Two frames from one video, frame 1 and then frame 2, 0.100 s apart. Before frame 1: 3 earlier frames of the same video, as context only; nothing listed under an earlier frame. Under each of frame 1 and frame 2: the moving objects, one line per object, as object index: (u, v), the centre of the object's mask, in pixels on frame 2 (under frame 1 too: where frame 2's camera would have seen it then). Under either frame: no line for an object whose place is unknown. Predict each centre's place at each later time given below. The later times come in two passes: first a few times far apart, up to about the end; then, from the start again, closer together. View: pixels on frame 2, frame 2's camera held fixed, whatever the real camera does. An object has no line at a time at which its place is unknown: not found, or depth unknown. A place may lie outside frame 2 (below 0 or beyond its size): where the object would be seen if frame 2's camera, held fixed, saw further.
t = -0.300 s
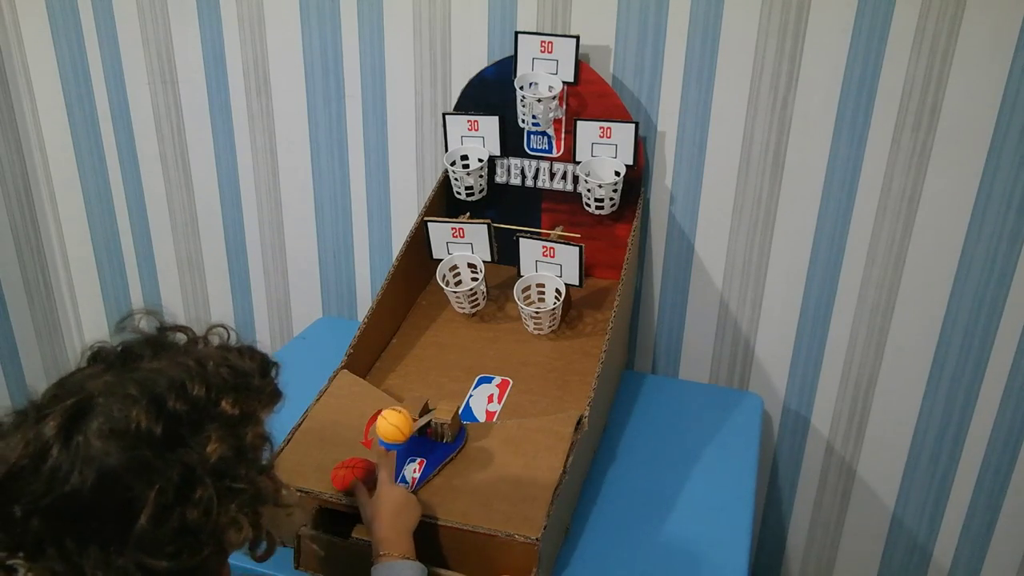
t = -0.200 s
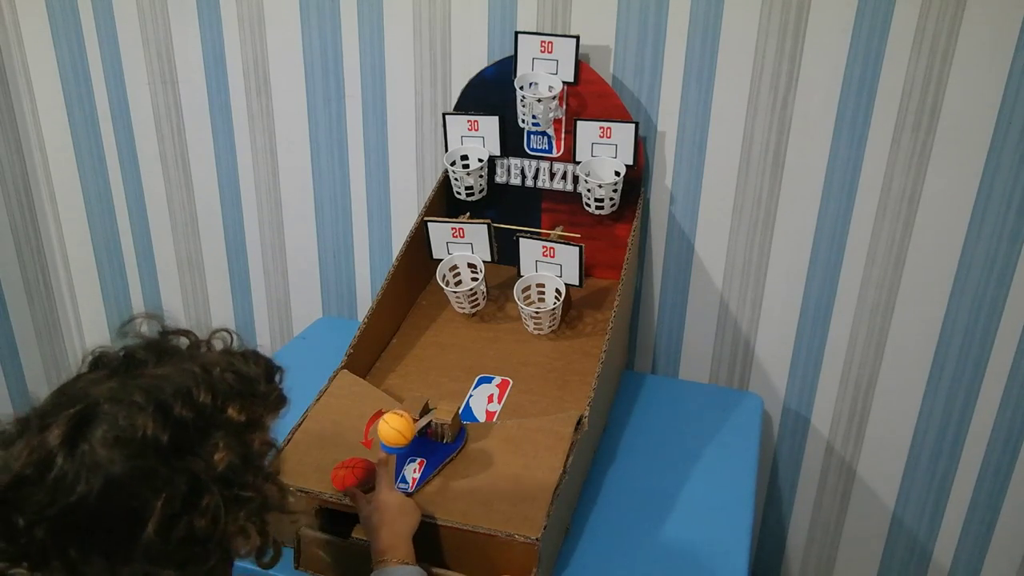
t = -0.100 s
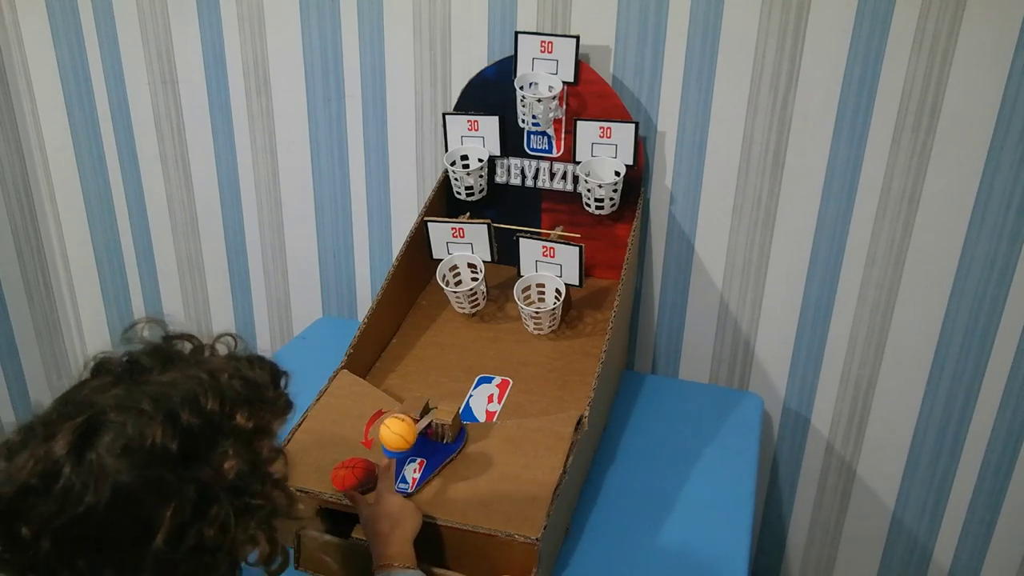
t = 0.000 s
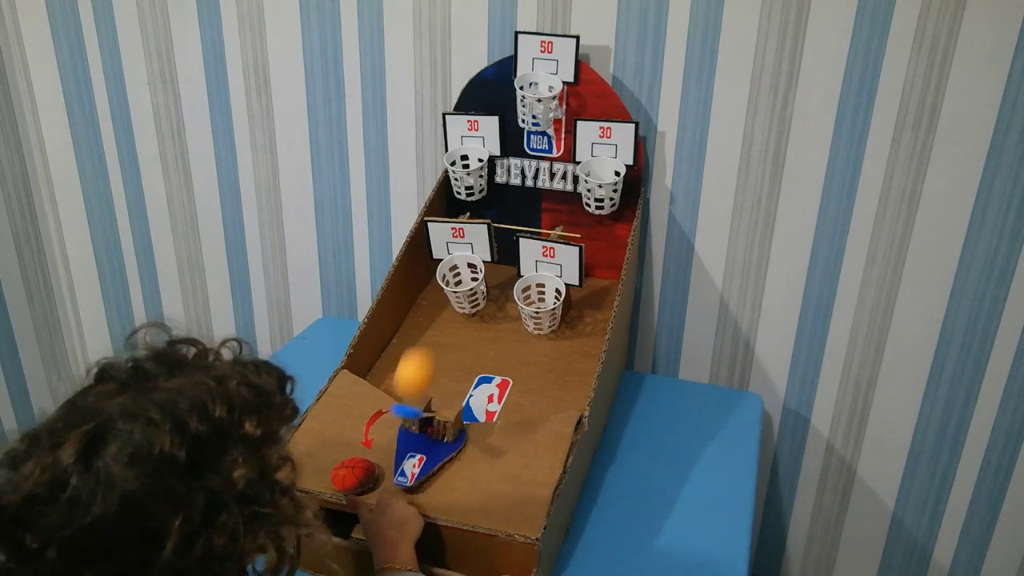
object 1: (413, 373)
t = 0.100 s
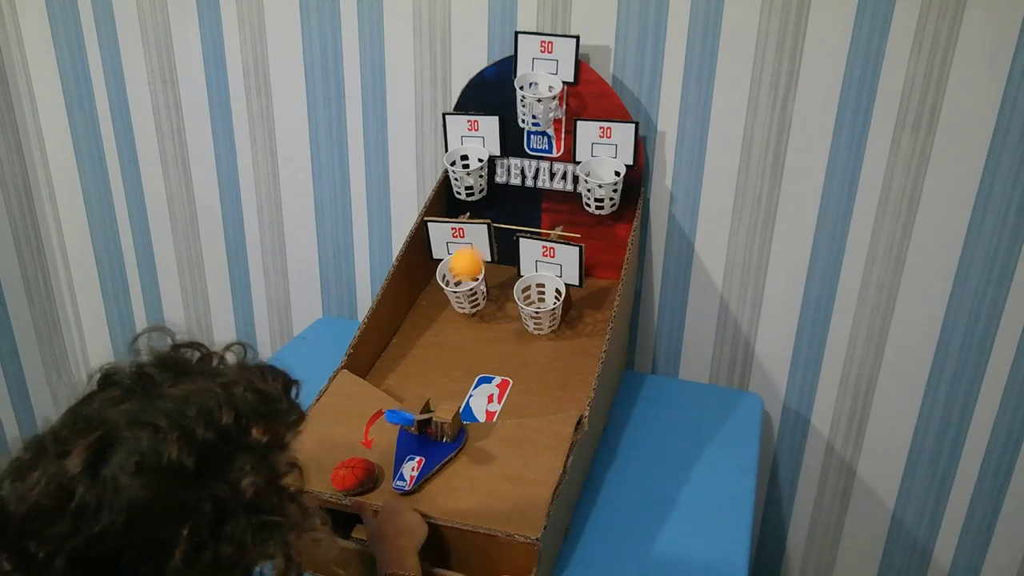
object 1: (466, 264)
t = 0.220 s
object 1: (516, 246)
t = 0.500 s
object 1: (545, 336)
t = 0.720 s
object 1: (530, 332)
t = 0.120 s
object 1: (478, 252)
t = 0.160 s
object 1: (495, 242)
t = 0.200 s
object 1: (509, 242)
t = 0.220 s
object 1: (516, 246)
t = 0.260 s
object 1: (530, 264)
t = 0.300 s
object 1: (531, 294)
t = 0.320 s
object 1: (534, 298)
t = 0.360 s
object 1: (549, 298)
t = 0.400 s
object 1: (544, 298)
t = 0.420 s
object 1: (540, 299)
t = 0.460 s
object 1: (535, 305)
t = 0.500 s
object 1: (545, 336)
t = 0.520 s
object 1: (546, 336)
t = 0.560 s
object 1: (543, 336)
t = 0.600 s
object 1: (537, 337)
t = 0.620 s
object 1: (538, 336)
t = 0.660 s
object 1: (535, 335)
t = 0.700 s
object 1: (531, 333)
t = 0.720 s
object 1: (530, 332)
